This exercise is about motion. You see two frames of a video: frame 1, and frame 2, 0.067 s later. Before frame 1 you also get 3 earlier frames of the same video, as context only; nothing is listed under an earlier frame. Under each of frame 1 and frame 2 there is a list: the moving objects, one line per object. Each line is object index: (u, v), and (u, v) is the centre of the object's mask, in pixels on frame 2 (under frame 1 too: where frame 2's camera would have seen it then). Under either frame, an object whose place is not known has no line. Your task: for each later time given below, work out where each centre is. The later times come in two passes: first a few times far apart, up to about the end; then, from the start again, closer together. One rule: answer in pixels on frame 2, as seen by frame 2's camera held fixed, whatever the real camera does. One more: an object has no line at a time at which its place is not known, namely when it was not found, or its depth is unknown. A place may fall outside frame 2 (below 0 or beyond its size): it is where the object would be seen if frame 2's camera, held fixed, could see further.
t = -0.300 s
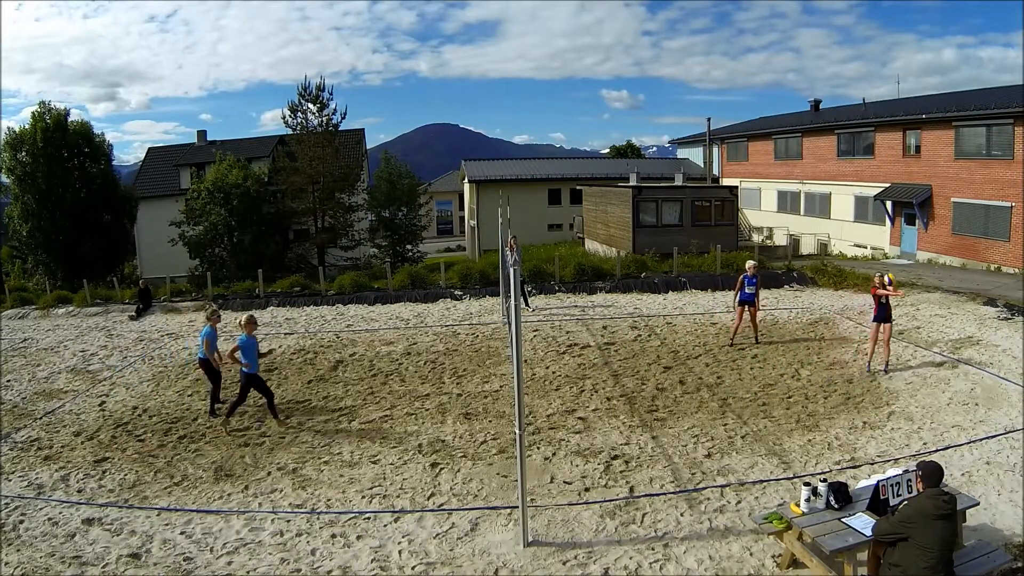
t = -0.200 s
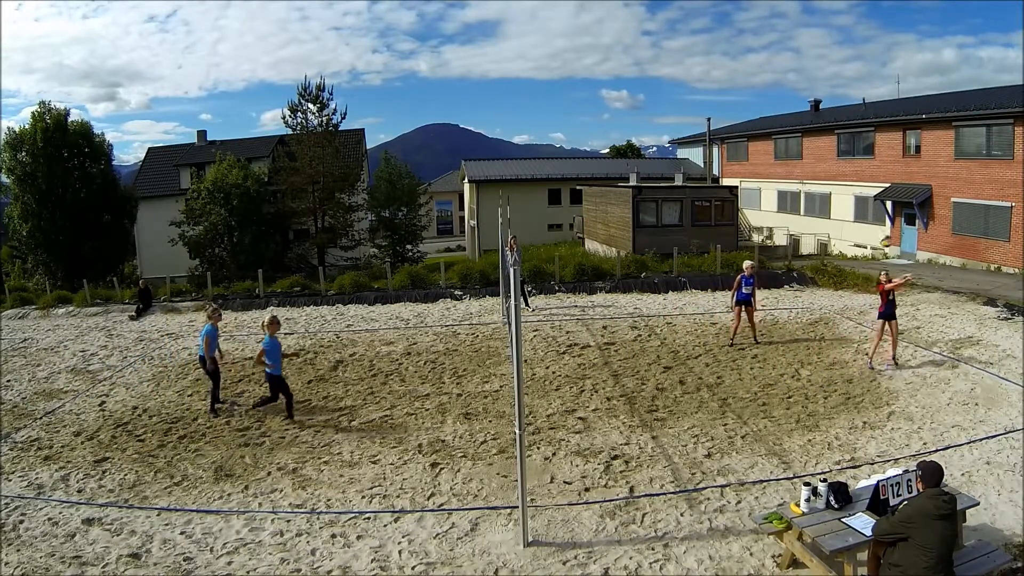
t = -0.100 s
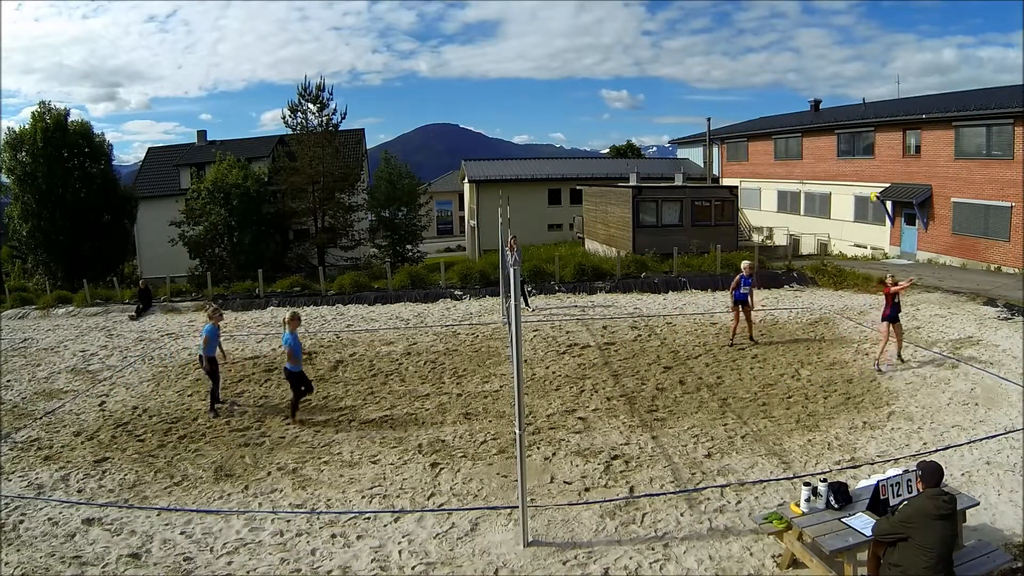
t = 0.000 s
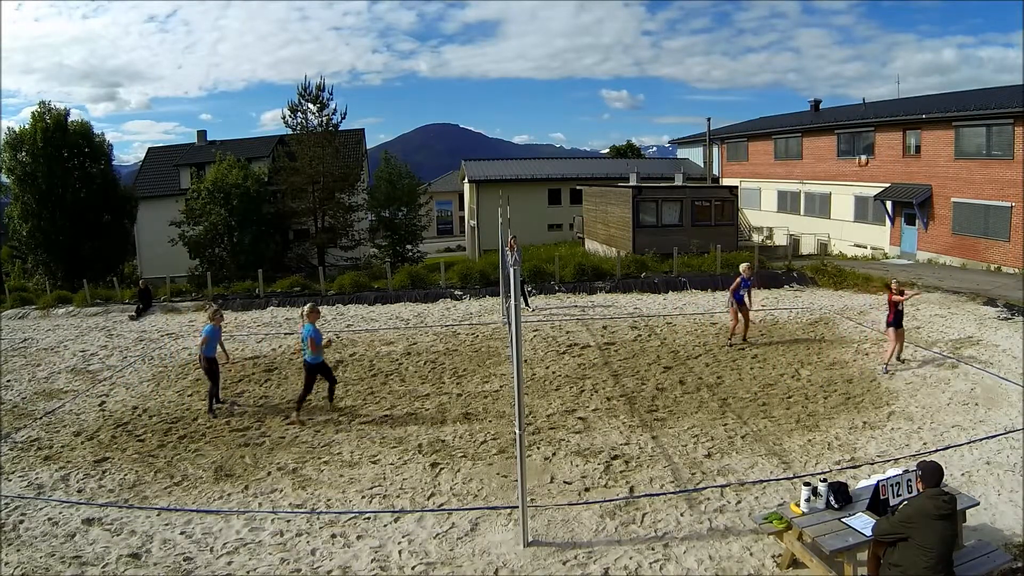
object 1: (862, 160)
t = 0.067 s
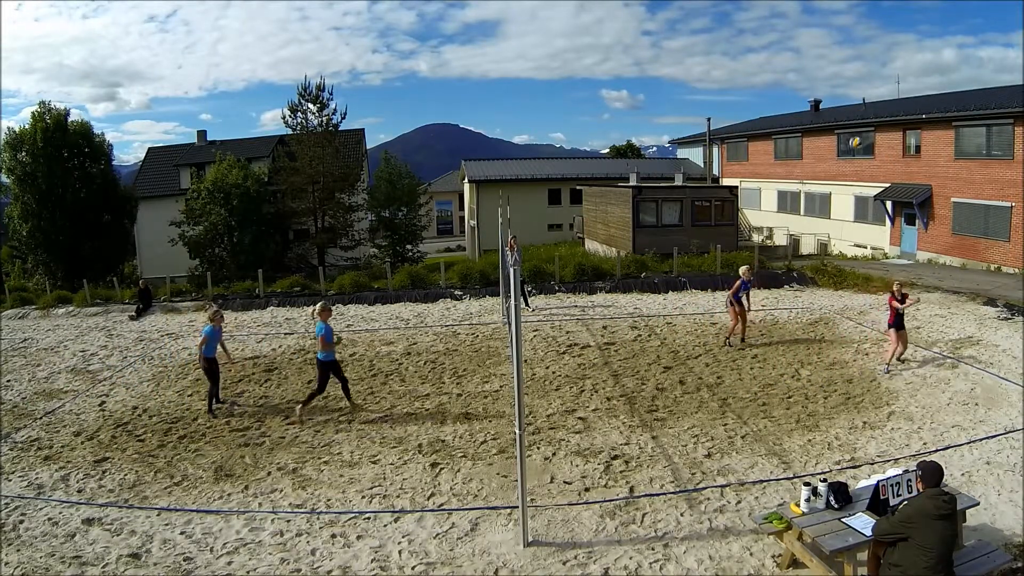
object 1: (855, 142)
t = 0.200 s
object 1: (839, 110)
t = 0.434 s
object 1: (816, 83)
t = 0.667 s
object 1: (795, 86)
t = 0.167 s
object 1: (843, 116)
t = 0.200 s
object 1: (839, 110)
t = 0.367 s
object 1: (823, 87)
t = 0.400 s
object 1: (818, 84)
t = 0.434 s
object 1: (816, 83)
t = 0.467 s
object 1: (812, 82)
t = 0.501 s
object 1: (808, 81)
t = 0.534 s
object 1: (807, 81)
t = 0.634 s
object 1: (798, 84)
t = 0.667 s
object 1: (795, 86)
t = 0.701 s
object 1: (791, 90)
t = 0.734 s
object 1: (790, 91)
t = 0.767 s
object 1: (786, 96)
